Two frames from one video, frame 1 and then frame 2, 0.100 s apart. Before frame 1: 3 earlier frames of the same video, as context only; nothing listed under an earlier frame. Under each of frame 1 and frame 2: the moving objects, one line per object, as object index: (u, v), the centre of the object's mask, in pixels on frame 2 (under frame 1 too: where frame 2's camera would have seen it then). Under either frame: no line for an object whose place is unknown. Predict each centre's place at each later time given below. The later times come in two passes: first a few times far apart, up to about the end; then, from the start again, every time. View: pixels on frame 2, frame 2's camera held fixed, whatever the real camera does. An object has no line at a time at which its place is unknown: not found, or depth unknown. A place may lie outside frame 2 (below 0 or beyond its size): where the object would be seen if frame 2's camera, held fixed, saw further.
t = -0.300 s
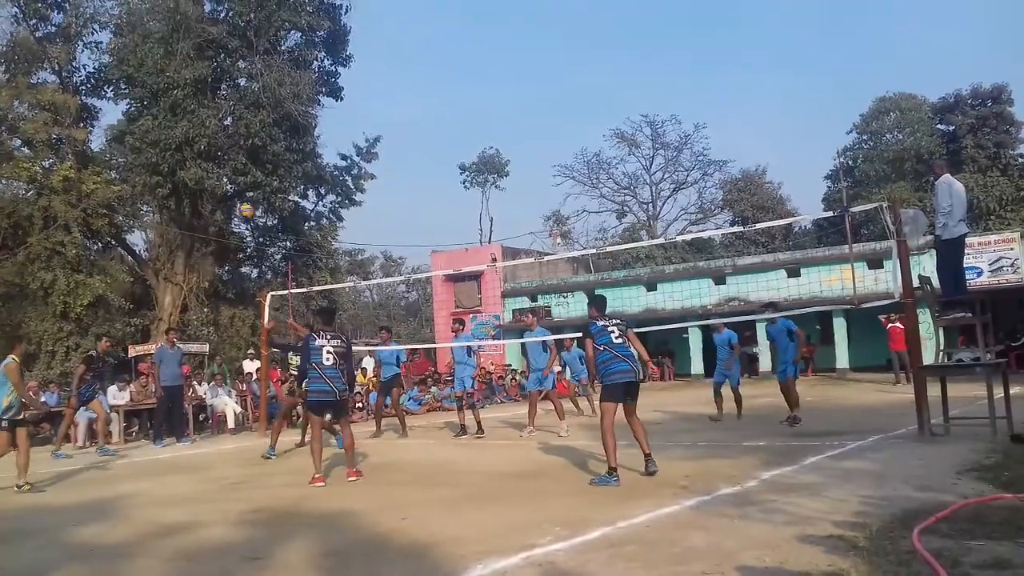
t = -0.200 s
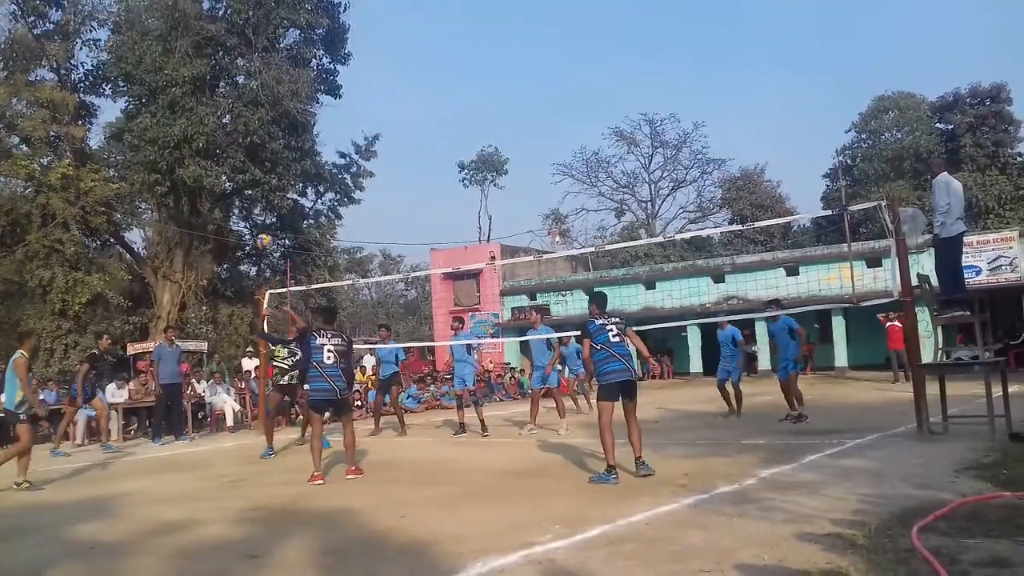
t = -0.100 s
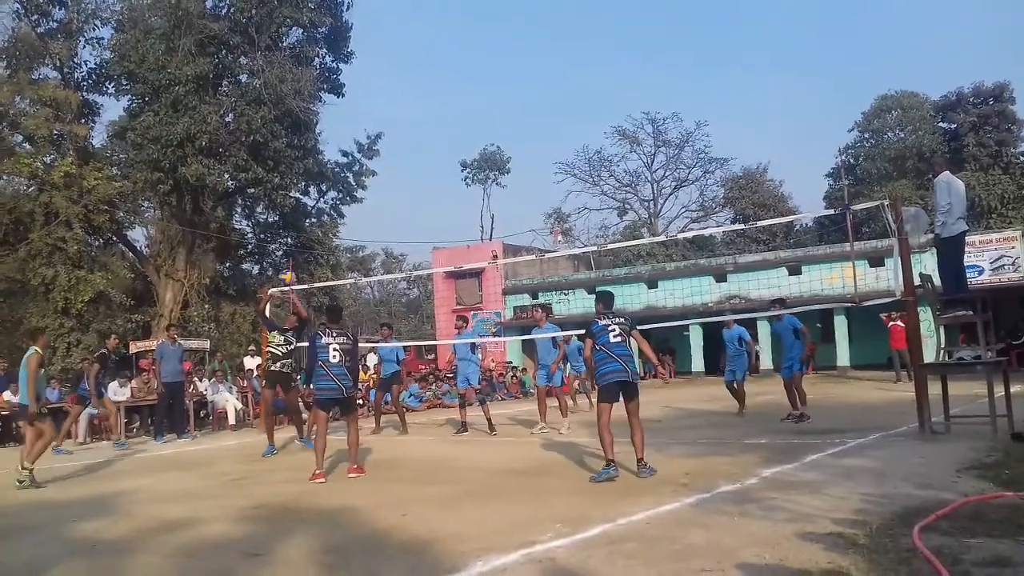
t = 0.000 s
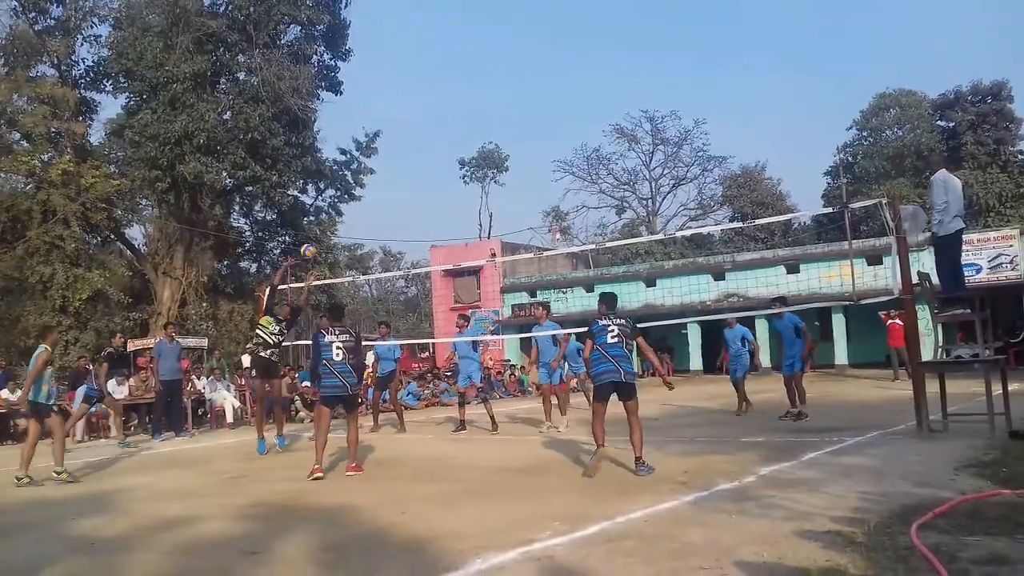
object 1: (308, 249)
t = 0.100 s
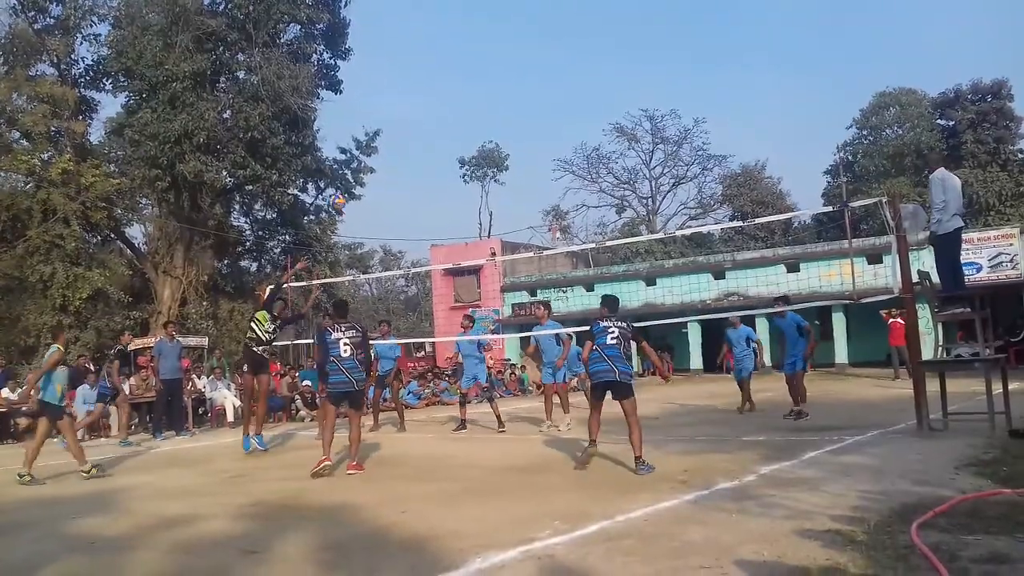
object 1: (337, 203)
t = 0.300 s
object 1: (396, 126)
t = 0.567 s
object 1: (479, 70)
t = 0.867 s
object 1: (575, 77)
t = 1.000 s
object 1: (621, 103)
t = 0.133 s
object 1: (348, 187)
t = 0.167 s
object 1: (357, 174)
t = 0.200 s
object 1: (366, 160)
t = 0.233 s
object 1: (377, 148)
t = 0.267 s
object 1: (386, 136)
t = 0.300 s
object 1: (396, 126)
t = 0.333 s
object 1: (406, 116)
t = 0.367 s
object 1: (417, 107)
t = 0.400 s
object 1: (427, 99)
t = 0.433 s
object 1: (437, 91)
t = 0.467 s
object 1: (447, 85)
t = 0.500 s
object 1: (458, 79)
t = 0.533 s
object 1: (468, 74)
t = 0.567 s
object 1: (479, 70)
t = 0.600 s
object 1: (489, 67)
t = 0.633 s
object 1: (501, 65)
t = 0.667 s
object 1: (512, 64)
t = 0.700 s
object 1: (523, 63)
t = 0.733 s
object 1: (534, 64)
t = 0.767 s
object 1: (546, 66)
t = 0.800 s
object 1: (557, 68)
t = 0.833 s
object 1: (566, 72)
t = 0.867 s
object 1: (575, 77)
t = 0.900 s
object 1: (586, 82)
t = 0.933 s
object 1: (598, 88)
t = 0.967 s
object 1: (610, 95)
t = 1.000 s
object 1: (621, 103)
